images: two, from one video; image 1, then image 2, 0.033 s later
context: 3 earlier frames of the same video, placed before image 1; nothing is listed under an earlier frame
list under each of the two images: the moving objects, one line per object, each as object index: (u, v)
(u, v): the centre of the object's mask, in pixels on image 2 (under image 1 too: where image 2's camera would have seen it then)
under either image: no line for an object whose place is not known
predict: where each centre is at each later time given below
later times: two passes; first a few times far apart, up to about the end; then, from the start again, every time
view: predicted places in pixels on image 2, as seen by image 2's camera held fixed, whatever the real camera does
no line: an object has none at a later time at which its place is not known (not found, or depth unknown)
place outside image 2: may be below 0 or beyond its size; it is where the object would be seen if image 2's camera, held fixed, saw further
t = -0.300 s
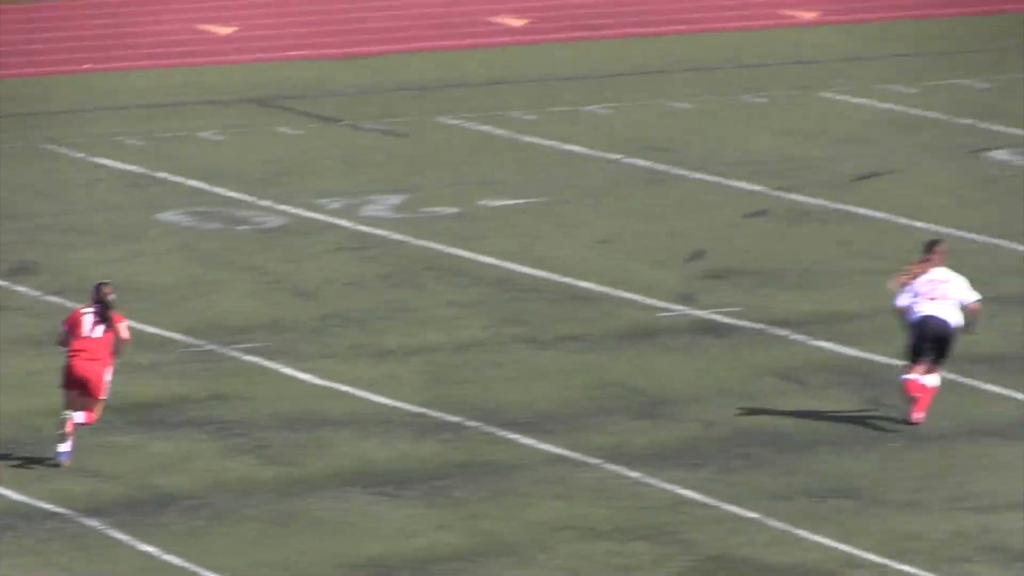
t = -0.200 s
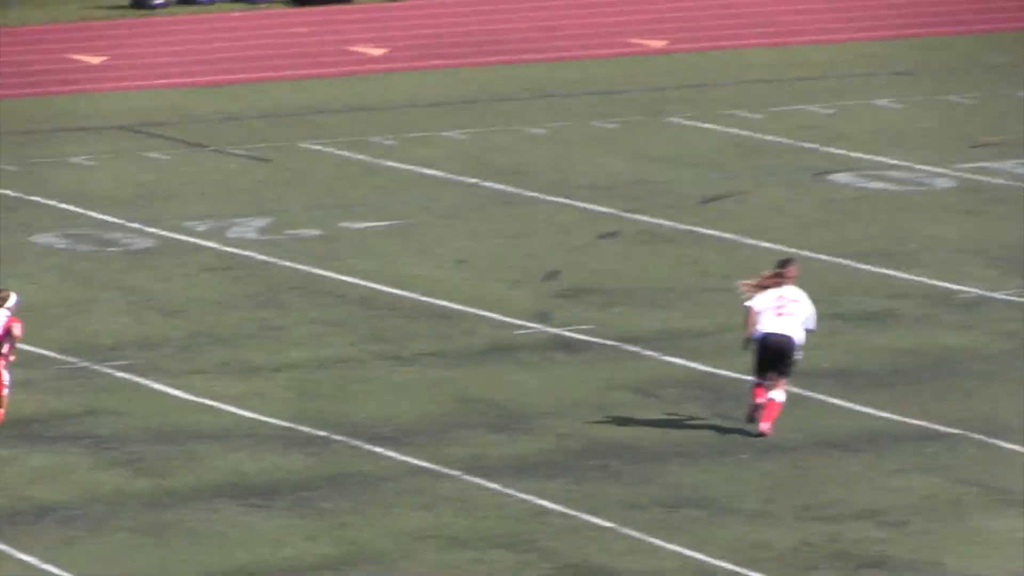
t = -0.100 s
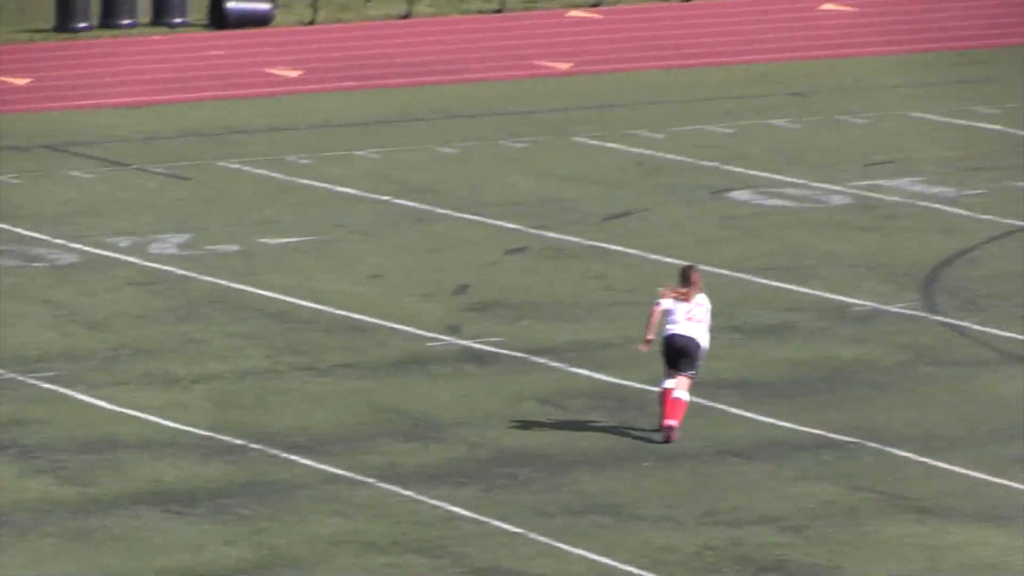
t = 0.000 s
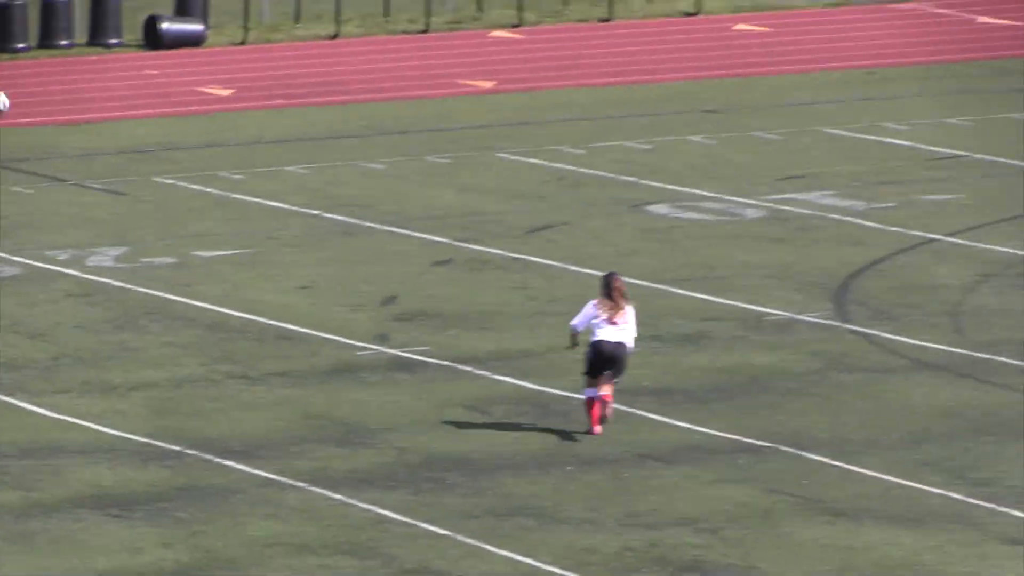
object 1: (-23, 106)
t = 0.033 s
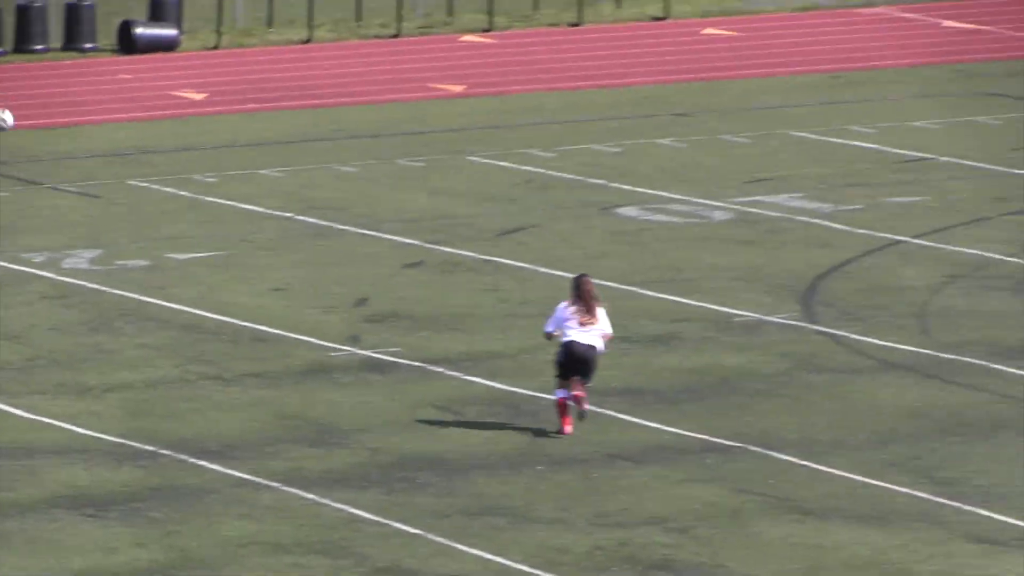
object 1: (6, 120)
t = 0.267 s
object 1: (198, 237)
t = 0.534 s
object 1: (320, 221)
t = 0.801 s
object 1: (386, 137)
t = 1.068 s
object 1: (447, 124)
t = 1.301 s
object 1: (497, 168)
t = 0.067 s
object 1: (35, 133)
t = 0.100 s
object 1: (64, 148)
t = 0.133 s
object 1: (91, 165)
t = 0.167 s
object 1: (119, 181)
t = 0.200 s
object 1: (146, 199)
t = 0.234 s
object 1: (172, 217)
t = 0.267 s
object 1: (198, 237)
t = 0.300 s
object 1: (222, 258)
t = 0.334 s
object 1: (246, 278)
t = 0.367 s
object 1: (270, 300)
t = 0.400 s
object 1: (283, 292)
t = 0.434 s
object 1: (292, 272)
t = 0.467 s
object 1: (301, 254)
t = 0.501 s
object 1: (311, 237)
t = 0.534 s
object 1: (320, 221)
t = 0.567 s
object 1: (329, 206)
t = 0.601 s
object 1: (337, 193)
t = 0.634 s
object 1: (346, 181)
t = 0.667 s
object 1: (354, 170)
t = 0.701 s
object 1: (362, 160)
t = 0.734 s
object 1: (370, 151)
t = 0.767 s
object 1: (378, 143)
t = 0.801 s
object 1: (386, 137)
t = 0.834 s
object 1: (394, 131)
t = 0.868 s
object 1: (401, 127)
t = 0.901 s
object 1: (410, 124)
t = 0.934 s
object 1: (417, 121)
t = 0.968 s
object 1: (424, 120)
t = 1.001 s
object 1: (431, 120)
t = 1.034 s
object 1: (439, 121)
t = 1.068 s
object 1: (447, 124)
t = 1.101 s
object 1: (454, 127)
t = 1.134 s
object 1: (461, 131)
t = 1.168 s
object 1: (469, 136)
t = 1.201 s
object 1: (476, 143)
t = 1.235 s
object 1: (483, 150)
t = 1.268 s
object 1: (489, 158)
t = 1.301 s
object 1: (497, 168)
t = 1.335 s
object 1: (503, 179)
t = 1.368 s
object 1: (510, 189)
